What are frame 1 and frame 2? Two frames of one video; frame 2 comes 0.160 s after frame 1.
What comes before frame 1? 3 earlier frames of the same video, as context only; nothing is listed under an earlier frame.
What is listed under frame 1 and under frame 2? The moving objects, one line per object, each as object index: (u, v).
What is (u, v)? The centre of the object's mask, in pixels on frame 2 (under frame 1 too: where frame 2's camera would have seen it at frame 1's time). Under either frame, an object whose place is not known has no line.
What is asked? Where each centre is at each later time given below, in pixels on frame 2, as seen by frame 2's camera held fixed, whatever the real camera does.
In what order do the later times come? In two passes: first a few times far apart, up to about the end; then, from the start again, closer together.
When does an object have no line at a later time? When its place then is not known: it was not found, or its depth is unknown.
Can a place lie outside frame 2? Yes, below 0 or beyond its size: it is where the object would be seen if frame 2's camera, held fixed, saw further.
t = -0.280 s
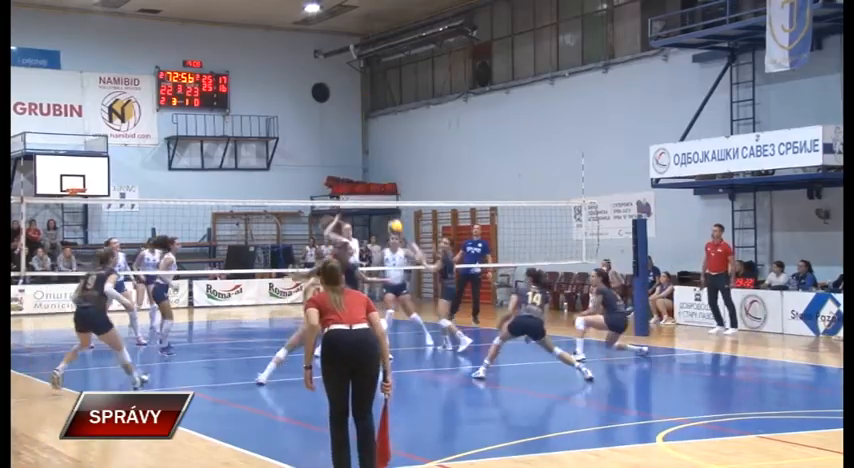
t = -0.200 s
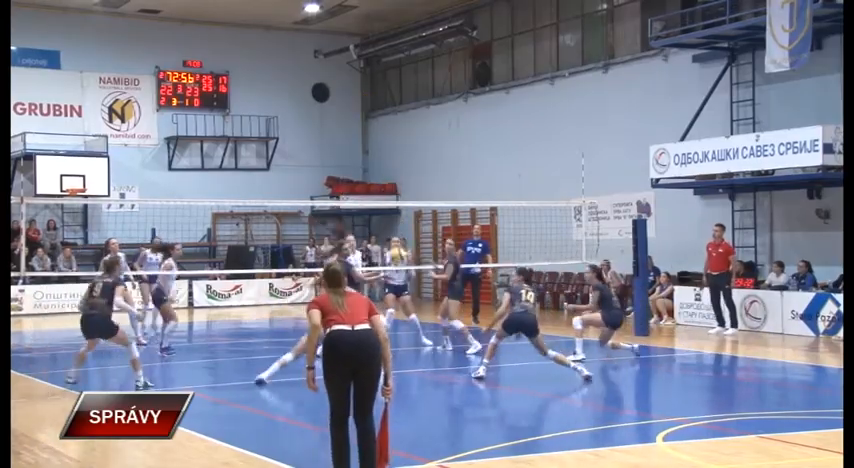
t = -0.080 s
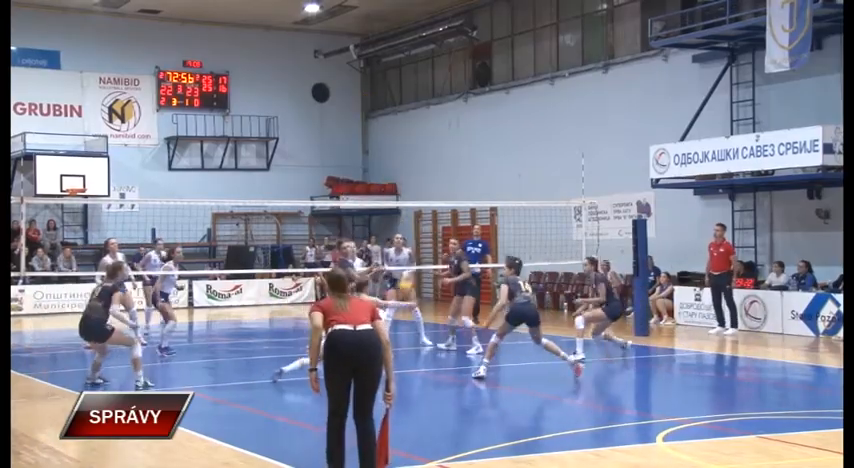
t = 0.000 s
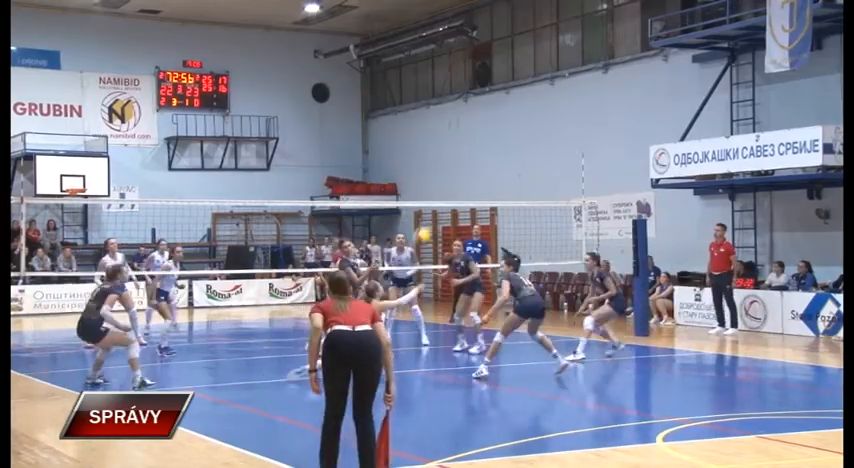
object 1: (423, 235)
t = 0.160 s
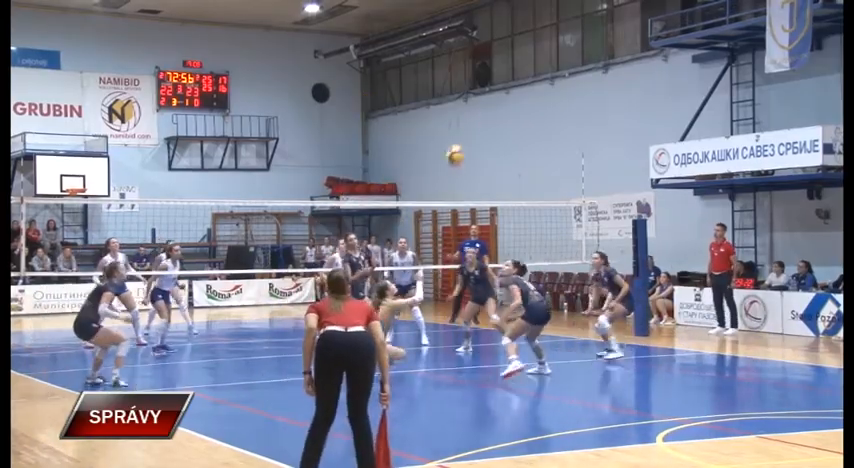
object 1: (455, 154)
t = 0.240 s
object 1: (472, 121)
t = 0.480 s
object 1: (524, 48)
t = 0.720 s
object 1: (580, 23)
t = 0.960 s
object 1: (640, 50)
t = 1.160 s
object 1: (694, 120)
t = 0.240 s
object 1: (472, 121)
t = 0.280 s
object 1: (479, 105)
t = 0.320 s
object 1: (488, 91)
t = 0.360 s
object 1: (497, 79)
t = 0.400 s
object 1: (506, 67)
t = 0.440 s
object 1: (515, 57)
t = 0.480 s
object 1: (524, 48)
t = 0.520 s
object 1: (533, 40)
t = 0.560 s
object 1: (542, 33)
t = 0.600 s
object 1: (551, 29)
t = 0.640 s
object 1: (561, 26)
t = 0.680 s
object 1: (570, 24)
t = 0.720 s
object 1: (580, 23)
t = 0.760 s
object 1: (590, 24)
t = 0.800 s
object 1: (599, 26)
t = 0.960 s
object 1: (640, 50)
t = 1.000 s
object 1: (650, 61)
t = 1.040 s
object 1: (662, 73)
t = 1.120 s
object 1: (682, 103)
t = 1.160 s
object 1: (694, 120)
